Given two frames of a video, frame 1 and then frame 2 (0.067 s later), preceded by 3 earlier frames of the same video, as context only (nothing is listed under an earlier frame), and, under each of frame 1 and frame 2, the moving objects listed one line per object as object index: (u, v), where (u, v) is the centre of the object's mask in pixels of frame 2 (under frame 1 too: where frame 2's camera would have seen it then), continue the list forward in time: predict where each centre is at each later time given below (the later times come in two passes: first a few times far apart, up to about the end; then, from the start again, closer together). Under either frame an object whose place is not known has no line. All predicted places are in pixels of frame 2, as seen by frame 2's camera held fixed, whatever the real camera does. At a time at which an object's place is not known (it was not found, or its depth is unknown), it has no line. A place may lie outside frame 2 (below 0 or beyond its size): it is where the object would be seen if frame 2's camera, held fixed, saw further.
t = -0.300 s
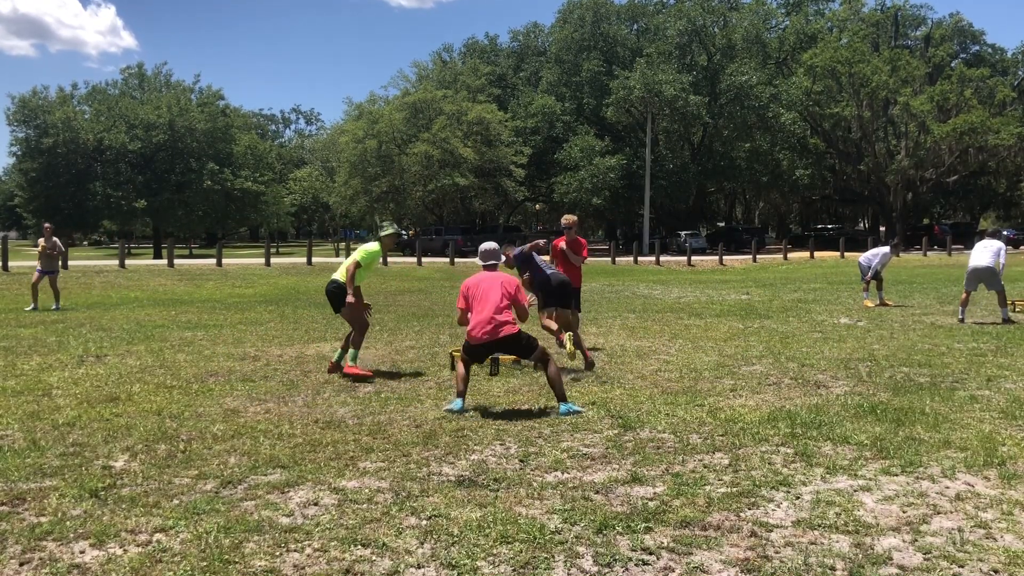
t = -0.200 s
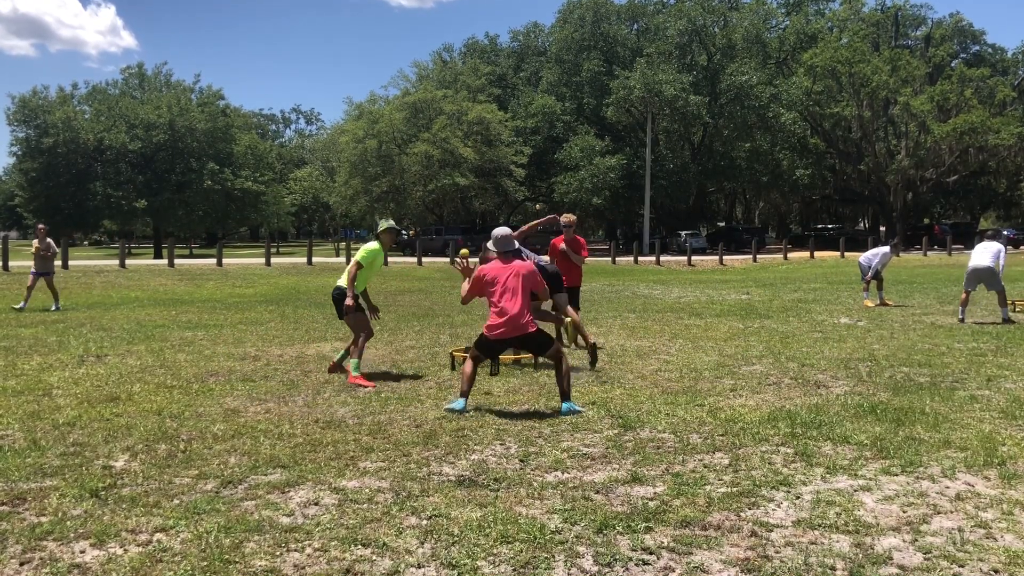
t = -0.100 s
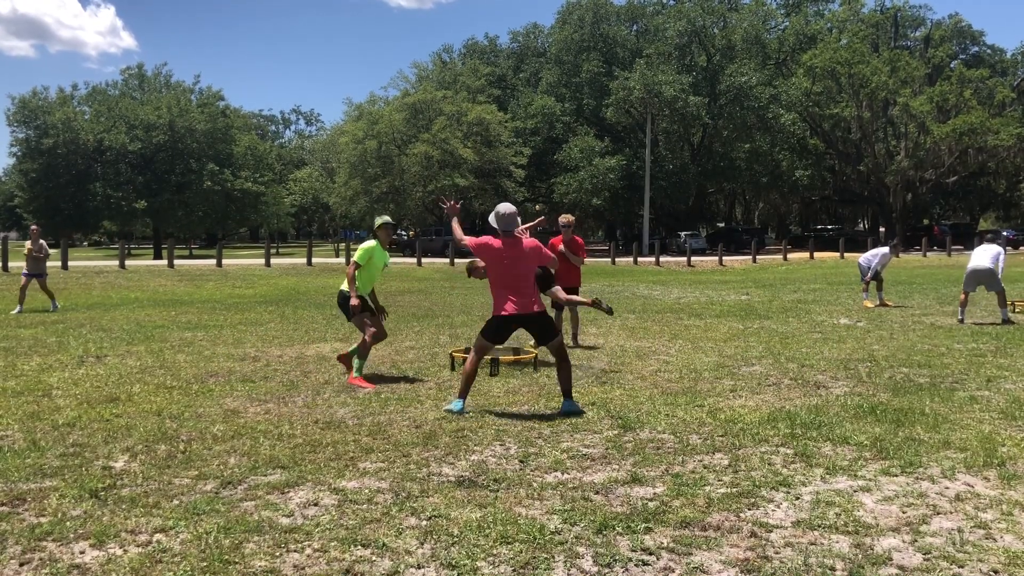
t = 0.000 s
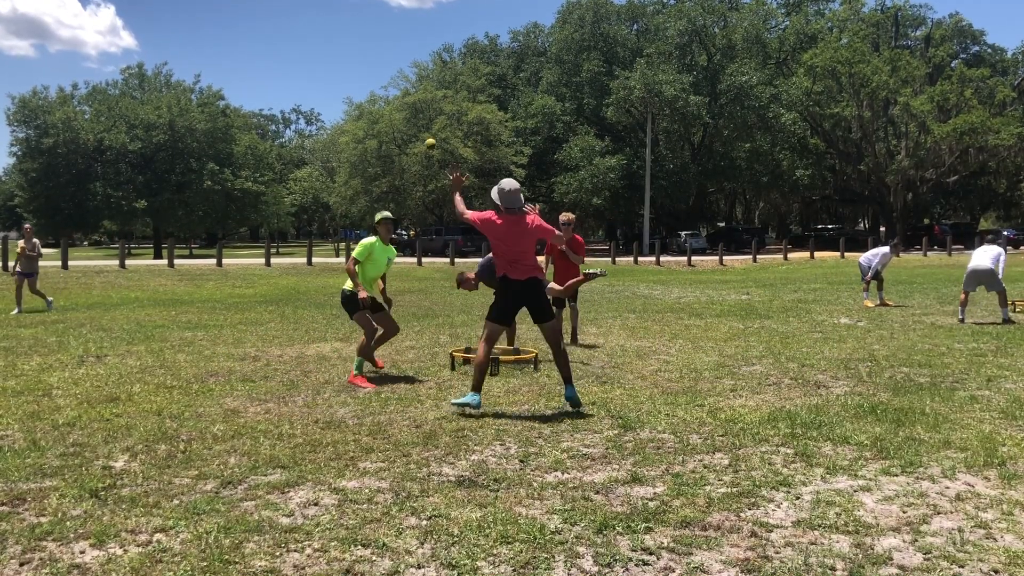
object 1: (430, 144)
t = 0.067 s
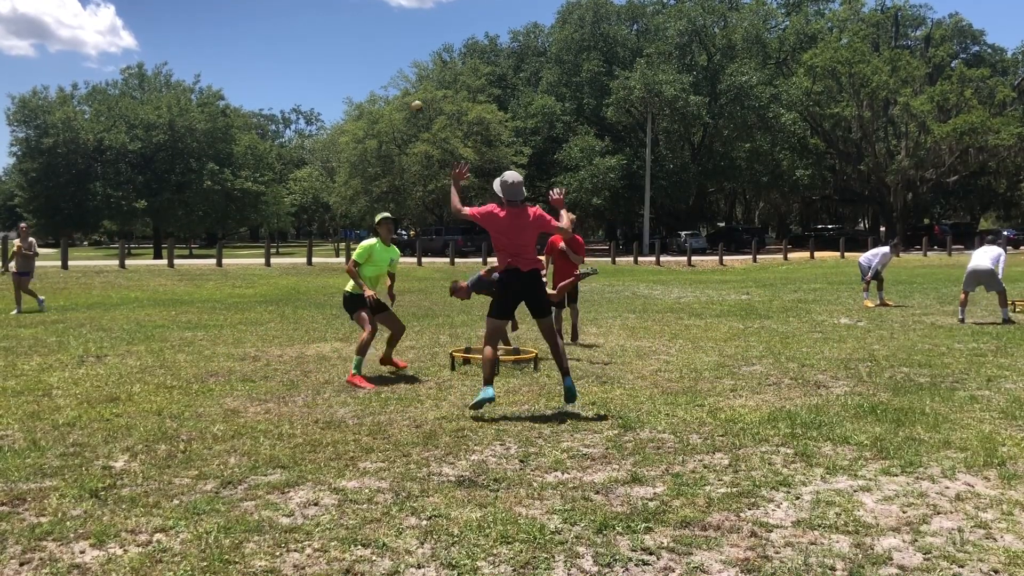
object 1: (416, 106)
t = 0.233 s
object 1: (387, 41)
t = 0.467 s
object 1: (353, 10)
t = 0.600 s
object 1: (335, 20)
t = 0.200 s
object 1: (393, 51)
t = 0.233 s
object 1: (387, 41)
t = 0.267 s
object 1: (382, 33)
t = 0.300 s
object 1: (377, 26)
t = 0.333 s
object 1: (372, 20)
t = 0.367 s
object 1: (367, 16)
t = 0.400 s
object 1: (362, 13)
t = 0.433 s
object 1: (357, 11)
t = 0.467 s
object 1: (353, 10)
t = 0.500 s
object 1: (348, 12)
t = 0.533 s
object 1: (343, 13)
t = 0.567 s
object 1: (339, 16)
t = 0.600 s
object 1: (335, 20)
